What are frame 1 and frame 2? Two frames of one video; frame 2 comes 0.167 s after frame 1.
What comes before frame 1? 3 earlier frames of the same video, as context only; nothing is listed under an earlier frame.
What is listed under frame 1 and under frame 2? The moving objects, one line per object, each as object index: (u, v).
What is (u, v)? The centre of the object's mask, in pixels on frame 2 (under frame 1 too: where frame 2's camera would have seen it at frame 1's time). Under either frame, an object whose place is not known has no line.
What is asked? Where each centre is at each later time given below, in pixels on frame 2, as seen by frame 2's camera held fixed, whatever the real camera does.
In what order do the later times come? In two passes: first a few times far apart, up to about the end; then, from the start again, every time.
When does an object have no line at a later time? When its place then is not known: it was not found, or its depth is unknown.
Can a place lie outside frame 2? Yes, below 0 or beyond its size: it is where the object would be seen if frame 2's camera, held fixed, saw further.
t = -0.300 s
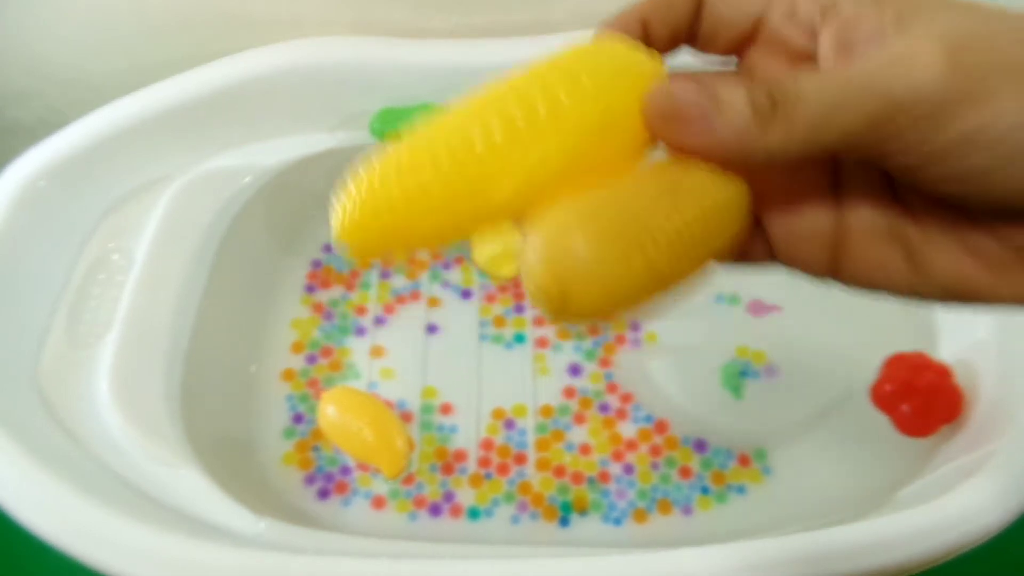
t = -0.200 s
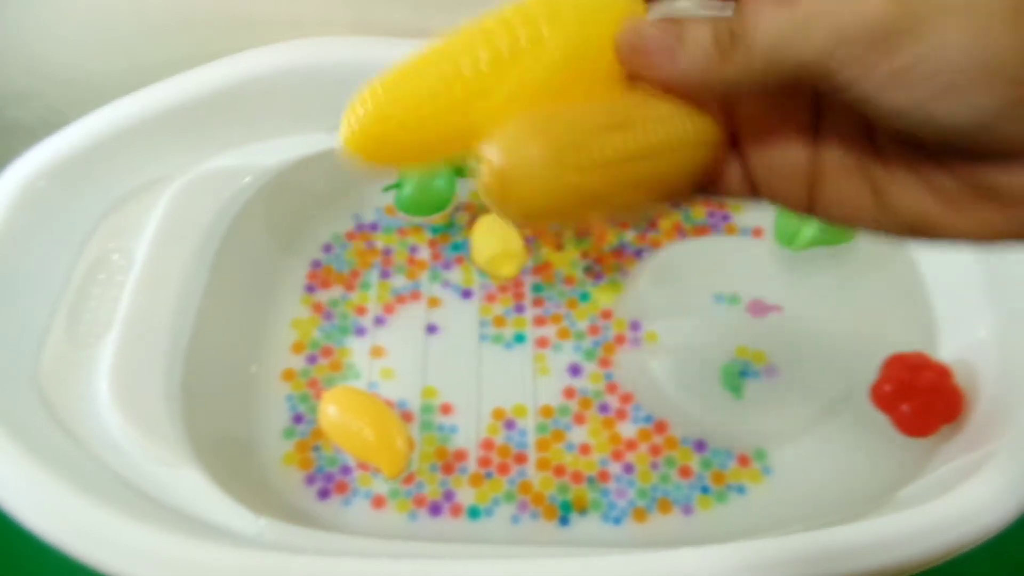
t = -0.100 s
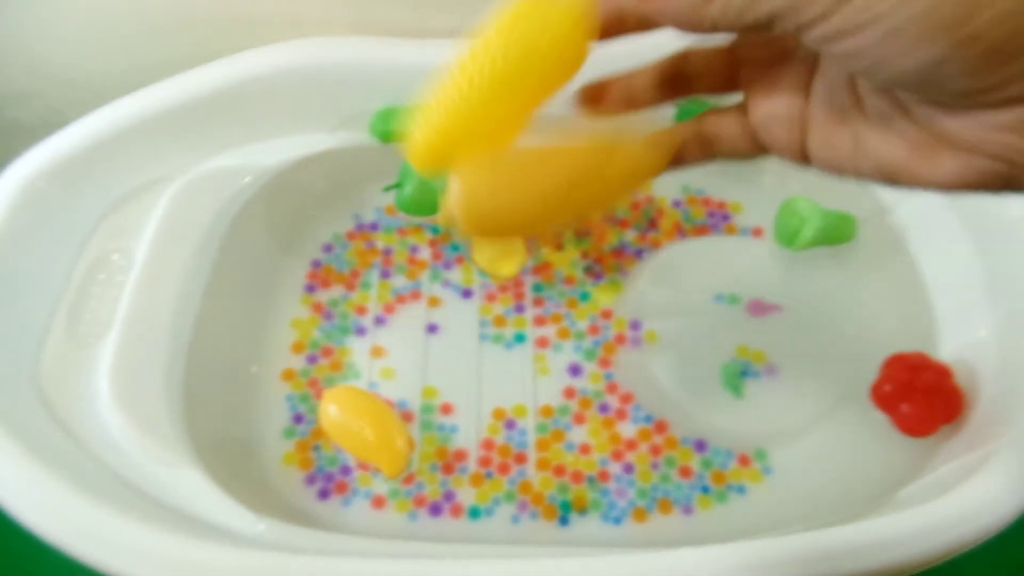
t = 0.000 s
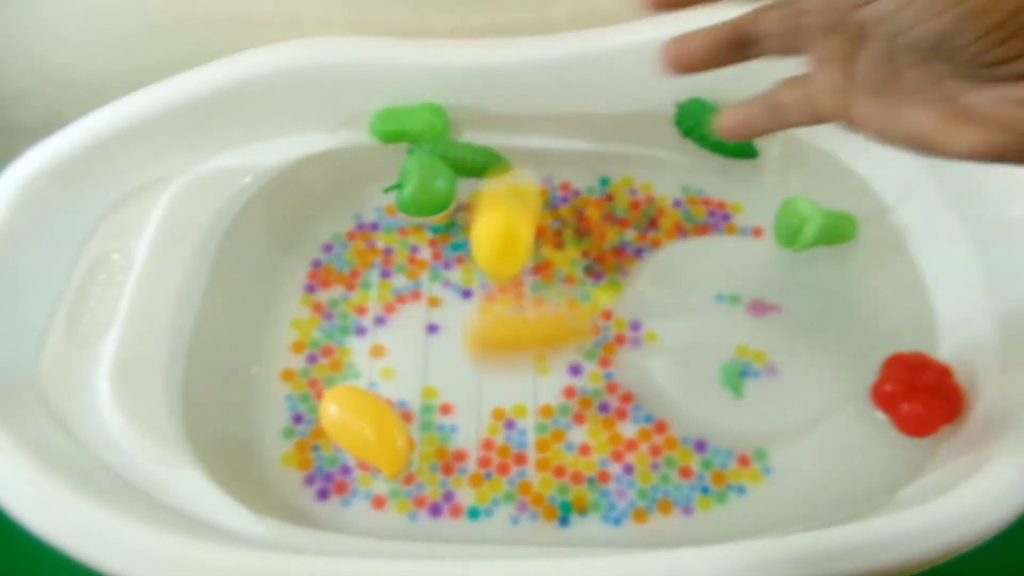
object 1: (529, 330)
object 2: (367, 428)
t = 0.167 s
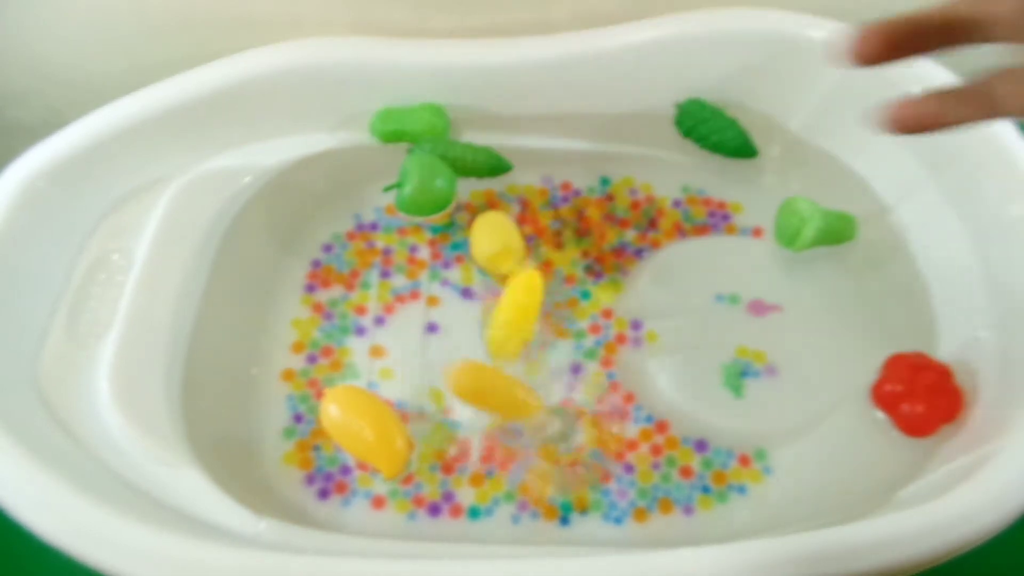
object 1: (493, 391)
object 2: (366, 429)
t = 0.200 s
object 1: (486, 379)
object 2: (366, 429)
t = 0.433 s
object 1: (447, 360)
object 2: (368, 428)
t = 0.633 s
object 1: (430, 355)
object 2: (363, 434)
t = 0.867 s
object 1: (408, 349)
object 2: (358, 432)
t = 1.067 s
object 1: (396, 344)
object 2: (357, 433)
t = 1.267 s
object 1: (383, 338)
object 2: (353, 434)
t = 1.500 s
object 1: (370, 334)
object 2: (352, 434)
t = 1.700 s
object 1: (360, 329)
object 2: (350, 434)
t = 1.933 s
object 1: (350, 324)
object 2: (347, 433)
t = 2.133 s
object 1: (342, 321)
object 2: (345, 433)
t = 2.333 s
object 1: (335, 318)
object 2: (343, 433)
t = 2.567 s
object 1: (330, 315)
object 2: (342, 433)
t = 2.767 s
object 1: (324, 312)
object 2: (340, 432)
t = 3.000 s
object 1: (317, 309)
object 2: (337, 431)
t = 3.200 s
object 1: (310, 307)
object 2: (336, 431)
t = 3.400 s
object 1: (305, 305)
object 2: (334, 430)
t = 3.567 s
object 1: (302, 304)
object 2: (334, 430)
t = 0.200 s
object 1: (486, 379)
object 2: (366, 429)
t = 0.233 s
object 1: (483, 374)
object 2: (364, 429)
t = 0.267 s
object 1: (481, 373)
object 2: (366, 429)
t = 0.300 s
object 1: (477, 372)
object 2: (365, 429)
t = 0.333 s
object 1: (468, 368)
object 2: (366, 429)
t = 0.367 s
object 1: (458, 363)
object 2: (367, 429)
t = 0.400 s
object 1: (451, 360)
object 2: (368, 429)
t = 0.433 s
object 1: (447, 360)
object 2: (368, 428)
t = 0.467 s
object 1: (444, 362)
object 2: (367, 428)
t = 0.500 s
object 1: (442, 363)
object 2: (366, 428)
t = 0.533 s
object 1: (440, 362)
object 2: (364, 429)
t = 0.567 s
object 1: (437, 360)
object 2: (364, 430)
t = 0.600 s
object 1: (434, 357)
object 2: (363, 432)
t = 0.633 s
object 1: (430, 355)
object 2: (363, 434)
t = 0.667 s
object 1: (426, 354)
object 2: (364, 435)
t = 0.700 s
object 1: (422, 353)
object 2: (365, 433)
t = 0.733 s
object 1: (418, 353)
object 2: (364, 432)
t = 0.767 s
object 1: (415, 353)
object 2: (362, 431)
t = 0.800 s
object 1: (413, 351)
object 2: (360, 429)
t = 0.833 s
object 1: (411, 350)
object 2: (359, 430)
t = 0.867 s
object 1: (408, 349)
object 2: (358, 432)
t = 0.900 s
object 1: (407, 347)
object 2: (359, 434)
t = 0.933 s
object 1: (404, 346)
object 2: (358, 435)
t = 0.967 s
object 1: (402, 345)
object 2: (359, 435)
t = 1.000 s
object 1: (399, 344)
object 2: (359, 435)
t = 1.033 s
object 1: (397, 344)
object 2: (359, 435)
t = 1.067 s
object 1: (396, 344)
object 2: (357, 433)
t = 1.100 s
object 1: (394, 343)
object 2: (356, 433)
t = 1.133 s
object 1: (392, 342)
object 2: (355, 433)
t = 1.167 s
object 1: (390, 341)
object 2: (356, 434)
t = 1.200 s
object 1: (388, 340)
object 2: (355, 435)
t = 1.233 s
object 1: (385, 339)
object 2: (354, 434)
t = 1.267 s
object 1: (383, 338)
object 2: (353, 434)
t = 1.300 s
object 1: (380, 338)
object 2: (353, 434)
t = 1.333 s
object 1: (379, 337)
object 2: (354, 434)
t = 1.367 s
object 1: (378, 336)
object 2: (354, 434)
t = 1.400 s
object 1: (376, 335)
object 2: (354, 434)
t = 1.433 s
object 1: (375, 334)
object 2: (353, 434)
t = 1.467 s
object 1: (372, 334)
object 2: (352, 435)
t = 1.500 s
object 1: (370, 334)
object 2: (352, 434)
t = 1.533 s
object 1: (368, 333)
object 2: (351, 433)
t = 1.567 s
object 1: (365, 333)
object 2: (350, 433)
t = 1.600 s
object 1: (364, 331)
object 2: (351, 432)
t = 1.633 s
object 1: (362, 330)
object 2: (350, 433)
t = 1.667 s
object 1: (360, 329)
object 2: (350, 434)
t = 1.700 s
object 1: (360, 329)
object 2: (350, 434)
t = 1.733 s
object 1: (359, 329)
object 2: (349, 435)
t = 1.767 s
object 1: (357, 329)
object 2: (348, 434)
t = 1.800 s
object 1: (355, 328)
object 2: (348, 434)
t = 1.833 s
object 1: (352, 327)
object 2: (347, 433)
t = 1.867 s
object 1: (351, 325)
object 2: (347, 433)
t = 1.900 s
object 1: (350, 324)
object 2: (348, 433)
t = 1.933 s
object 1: (350, 324)
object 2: (347, 433)
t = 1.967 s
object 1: (350, 324)
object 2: (347, 433)
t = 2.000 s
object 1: (349, 324)
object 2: (346, 433)
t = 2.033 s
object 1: (346, 323)
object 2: (346, 433)
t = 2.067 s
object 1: (345, 322)
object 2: (345, 433)
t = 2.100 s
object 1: (343, 321)
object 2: (345, 433)
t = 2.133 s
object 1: (342, 321)
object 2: (345, 433)
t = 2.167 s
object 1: (342, 320)
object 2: (345, 433)
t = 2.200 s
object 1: (340, 319)
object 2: (344, 433)
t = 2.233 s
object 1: (339, 318)
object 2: (344, 433)
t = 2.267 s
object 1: (338, 318)
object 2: (343, 433)
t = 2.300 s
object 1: (336, 318)
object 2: (343, 433)
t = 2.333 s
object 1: (335, 318)
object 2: (343, 433)
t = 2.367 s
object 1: (334, 318)
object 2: (342, 433)
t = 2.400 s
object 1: (334, 318)
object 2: (342, 432)
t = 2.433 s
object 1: (333, 317)
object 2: (342, 432)
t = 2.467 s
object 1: (332, 317)
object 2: (342, 433)
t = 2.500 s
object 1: (331, 316)
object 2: (342, 433)
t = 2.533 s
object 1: (331, 316)
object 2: (342, 433)
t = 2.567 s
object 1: (330, 315)
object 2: (342, 433)
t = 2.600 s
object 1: (330, 314)
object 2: (342, 433)
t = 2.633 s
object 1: (329, 314)
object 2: (341, 432)
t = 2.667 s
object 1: (328, 313)
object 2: (341, 431)
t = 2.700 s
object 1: (327, 313)
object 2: (340, 431)
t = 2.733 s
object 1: (325, 313)
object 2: (340, 432)
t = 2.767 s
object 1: (324, 312)
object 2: (340, 432)
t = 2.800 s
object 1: (323, 312)
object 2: (338, 432)
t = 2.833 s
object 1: (321, 312)
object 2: (338, 432)
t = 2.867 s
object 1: (321, 311)
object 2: (337, 432)
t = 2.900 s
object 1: (319, 311)
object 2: (337, 432)
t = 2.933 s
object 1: (318, 310)
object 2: (337, 432)
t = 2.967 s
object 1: (318, 310)
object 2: (337, 431)
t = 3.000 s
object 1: (317, 309)
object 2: (337, 431)
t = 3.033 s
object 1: (316, 308)
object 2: (337, 431)
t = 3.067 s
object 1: (316, 308)
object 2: (337, 431)
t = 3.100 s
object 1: (314, 307)
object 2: (337, 431)
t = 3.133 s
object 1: (314, 307)
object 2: (337, 431)
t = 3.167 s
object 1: (312, 308)
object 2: (336, 431)
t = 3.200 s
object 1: (310, 307)
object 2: (336, 431)
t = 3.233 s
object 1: (311, 307)
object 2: (336, 431)
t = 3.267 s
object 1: (309, 307)
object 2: (336, 431)
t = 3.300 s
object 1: (310, 306)
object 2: (336, 431)
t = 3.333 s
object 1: (308, 306)
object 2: (335, 431)
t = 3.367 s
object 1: (306, 305)
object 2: (335, 431)
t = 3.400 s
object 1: (305, 305)
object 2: (334, 430)
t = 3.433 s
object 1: (304, 304)
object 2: (334, 430)
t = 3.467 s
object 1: (303, 304)
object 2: (334, 430)
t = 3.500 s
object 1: (303, 304)
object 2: (334, 430)
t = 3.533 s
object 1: (302, 304)
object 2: (334, 431)
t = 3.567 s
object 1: (302, 304)
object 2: (334, 430)
